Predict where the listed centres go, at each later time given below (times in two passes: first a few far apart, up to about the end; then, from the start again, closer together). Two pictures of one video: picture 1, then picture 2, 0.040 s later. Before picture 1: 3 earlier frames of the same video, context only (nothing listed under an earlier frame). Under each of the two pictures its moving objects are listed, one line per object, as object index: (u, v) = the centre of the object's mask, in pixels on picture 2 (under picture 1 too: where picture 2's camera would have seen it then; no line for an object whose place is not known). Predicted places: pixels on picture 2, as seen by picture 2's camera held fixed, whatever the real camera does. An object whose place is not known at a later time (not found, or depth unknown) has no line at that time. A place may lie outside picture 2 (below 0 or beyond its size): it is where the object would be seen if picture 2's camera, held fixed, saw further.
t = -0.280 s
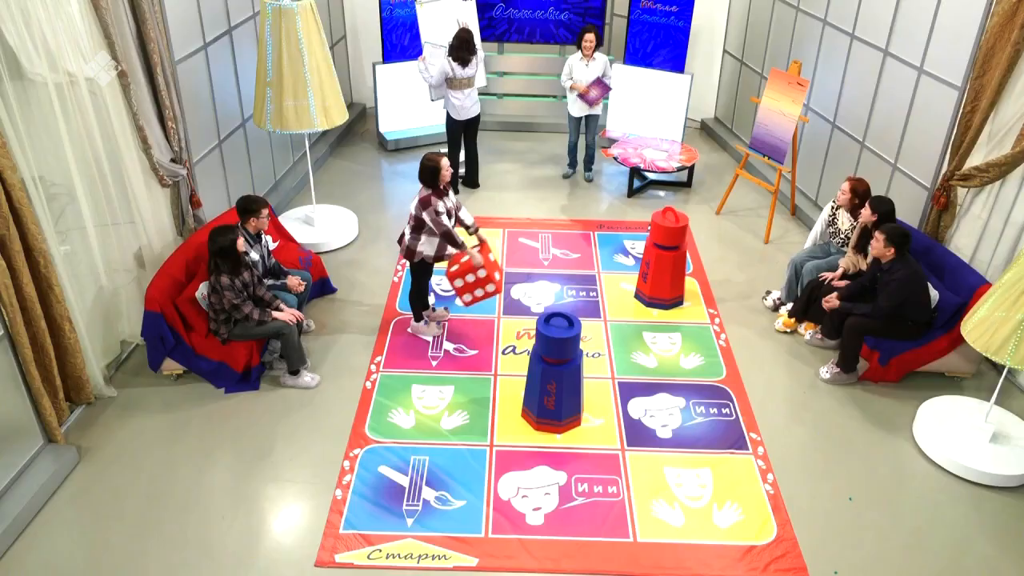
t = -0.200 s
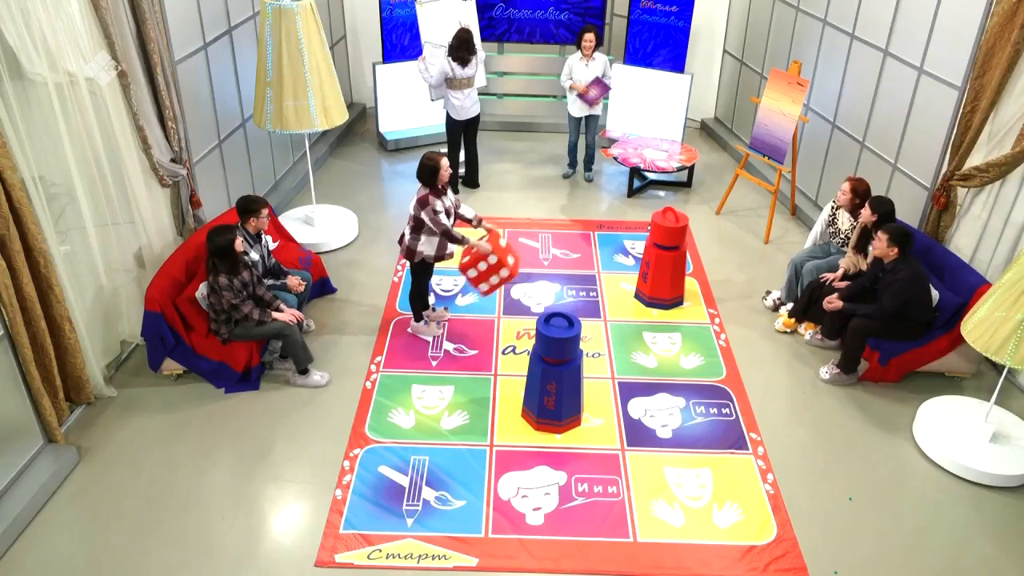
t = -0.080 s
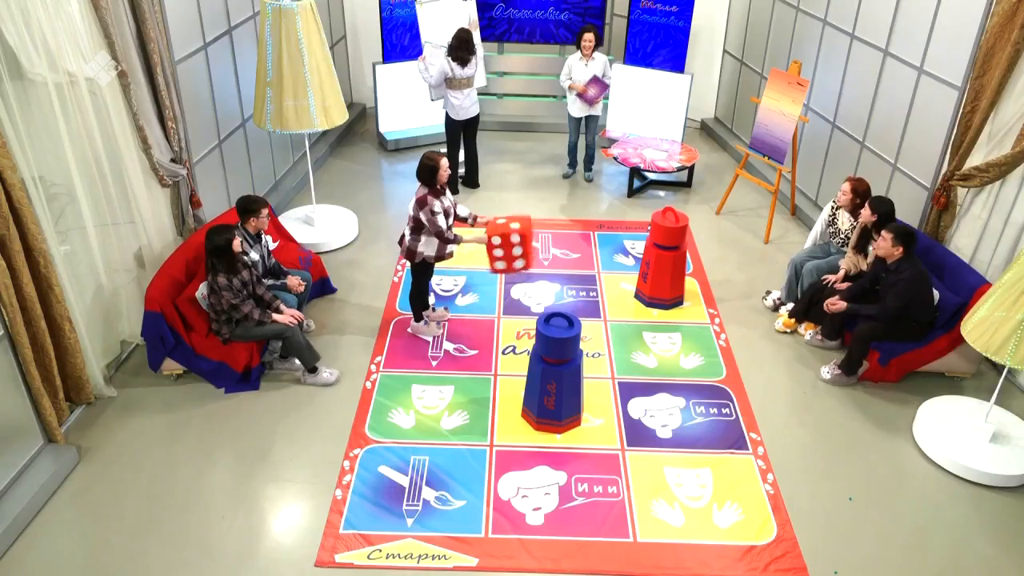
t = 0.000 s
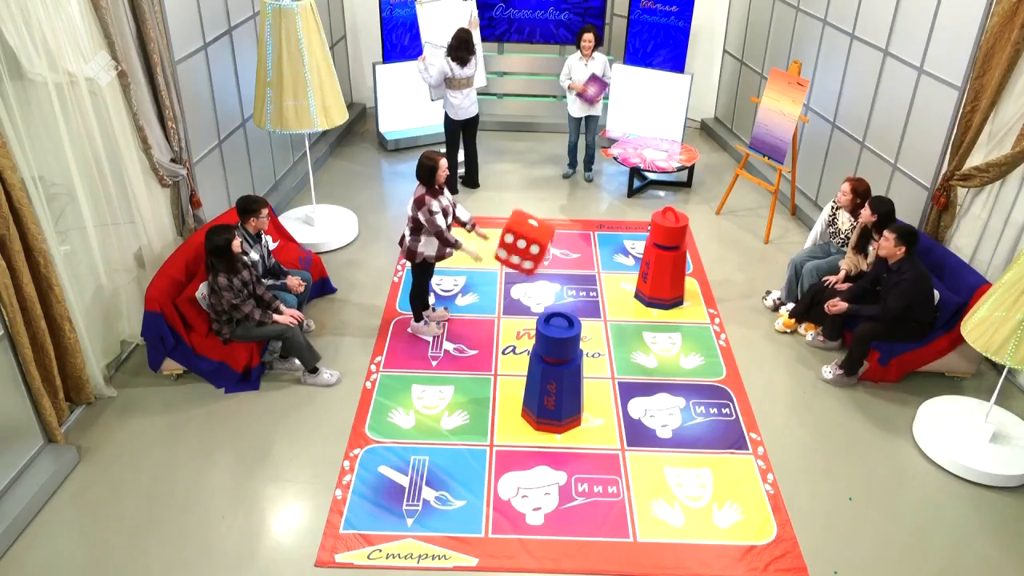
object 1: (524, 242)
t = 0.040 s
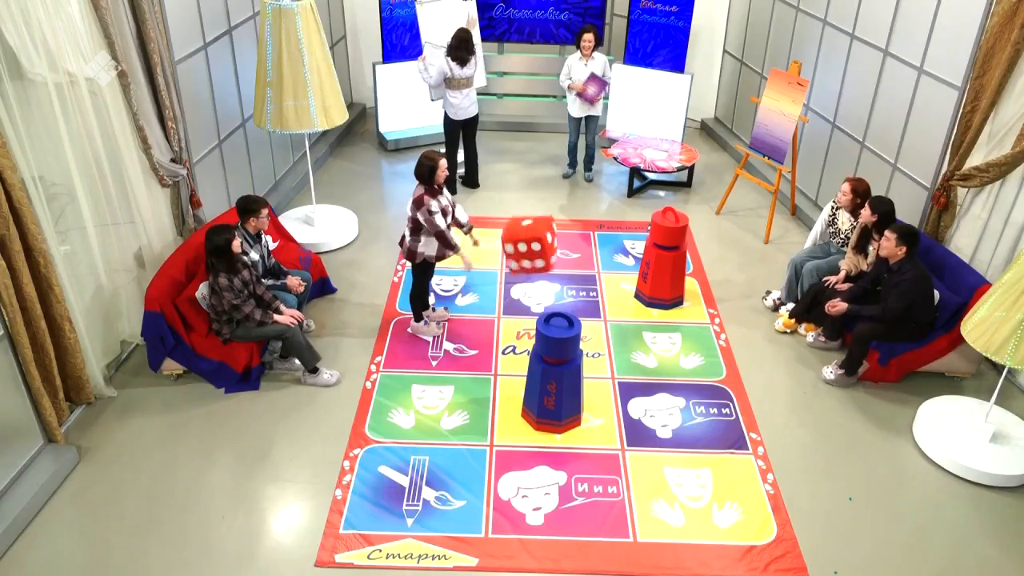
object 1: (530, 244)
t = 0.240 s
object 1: (563, 278)
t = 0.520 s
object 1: (590, 318)
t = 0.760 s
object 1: (598, 337)
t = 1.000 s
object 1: (602, 352)
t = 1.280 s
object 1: (602, 357)
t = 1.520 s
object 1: (602, 357)
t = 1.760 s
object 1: (602, 357)
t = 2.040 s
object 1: (602, 357)
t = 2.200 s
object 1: (602, 357)
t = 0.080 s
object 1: (537, 248)
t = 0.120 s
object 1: (543, 253)
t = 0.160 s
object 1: (549, 259)
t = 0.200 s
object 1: (556, 268)
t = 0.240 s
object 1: (563, 278)
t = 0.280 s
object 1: (568, 287)
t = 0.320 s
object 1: (576, 297)
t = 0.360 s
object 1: (584, 311)
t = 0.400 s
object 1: (589, 323)
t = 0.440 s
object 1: (589, 320)
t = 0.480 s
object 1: (590, 318)
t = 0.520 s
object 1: (590, 318)
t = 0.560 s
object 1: (591, 320)
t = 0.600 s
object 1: (591, 323)
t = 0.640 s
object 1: (592, 327)
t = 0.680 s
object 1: (593, 330)
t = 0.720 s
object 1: (596, 335)
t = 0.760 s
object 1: (598, 337)
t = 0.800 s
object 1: (600, 341)
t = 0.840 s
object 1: (601, 345)
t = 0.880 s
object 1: (603, 349)
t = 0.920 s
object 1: (603, 350)
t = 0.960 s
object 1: (602, 351)
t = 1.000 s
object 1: (602, 352)
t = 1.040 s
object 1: (602, 354)
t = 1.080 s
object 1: (602, 355)
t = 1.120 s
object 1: (602, 357)
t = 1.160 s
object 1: (602, 357)
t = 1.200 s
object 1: (602, 357)
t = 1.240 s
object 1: (602, 357)
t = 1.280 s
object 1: (602, 357)
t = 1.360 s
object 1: (602, 357)
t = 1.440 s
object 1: (602, 357)
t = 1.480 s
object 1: (602, 357)
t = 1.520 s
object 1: (602, 357)
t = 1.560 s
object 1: (602, 357)
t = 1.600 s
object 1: (602, 357)
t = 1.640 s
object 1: (602, 357)
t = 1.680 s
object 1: (602, 357)
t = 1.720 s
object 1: (602, 357)
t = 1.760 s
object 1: (602, 357)
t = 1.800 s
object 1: (602, 357)
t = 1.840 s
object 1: (602, 357)
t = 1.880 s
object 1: (602, 357)
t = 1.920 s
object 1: (602, 357)
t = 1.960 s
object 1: (602, 357)
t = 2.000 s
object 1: (602, 357)
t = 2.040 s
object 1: (602, 357)
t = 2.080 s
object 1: (602, 357)
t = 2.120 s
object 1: (602, 357)
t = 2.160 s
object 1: (602, 357)
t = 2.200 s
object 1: (602, 357)
